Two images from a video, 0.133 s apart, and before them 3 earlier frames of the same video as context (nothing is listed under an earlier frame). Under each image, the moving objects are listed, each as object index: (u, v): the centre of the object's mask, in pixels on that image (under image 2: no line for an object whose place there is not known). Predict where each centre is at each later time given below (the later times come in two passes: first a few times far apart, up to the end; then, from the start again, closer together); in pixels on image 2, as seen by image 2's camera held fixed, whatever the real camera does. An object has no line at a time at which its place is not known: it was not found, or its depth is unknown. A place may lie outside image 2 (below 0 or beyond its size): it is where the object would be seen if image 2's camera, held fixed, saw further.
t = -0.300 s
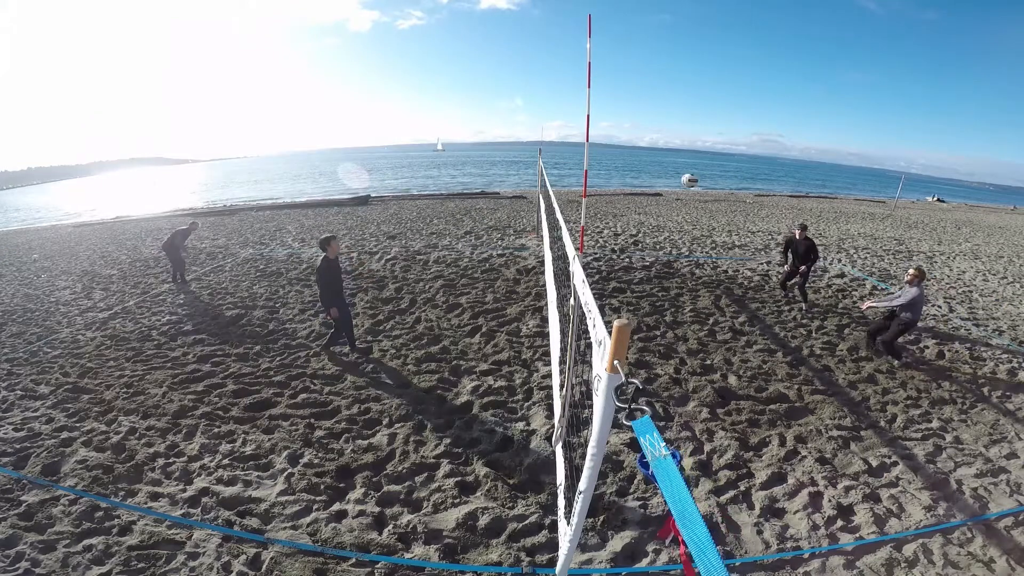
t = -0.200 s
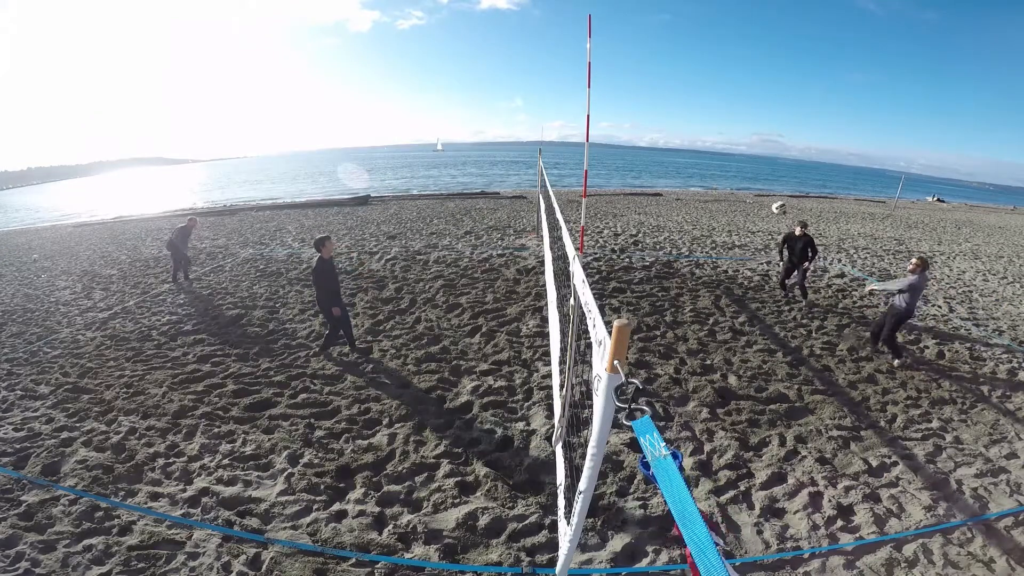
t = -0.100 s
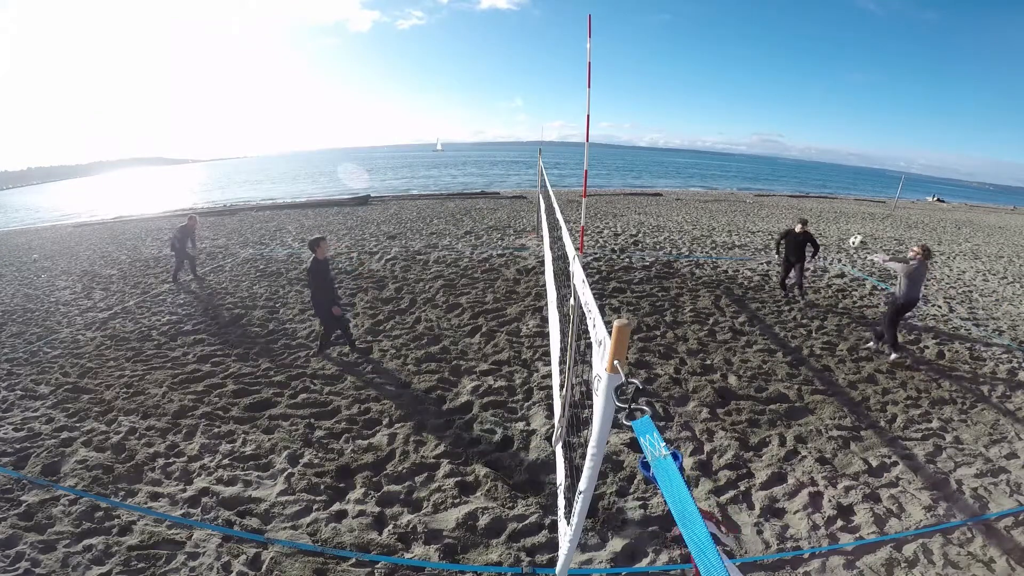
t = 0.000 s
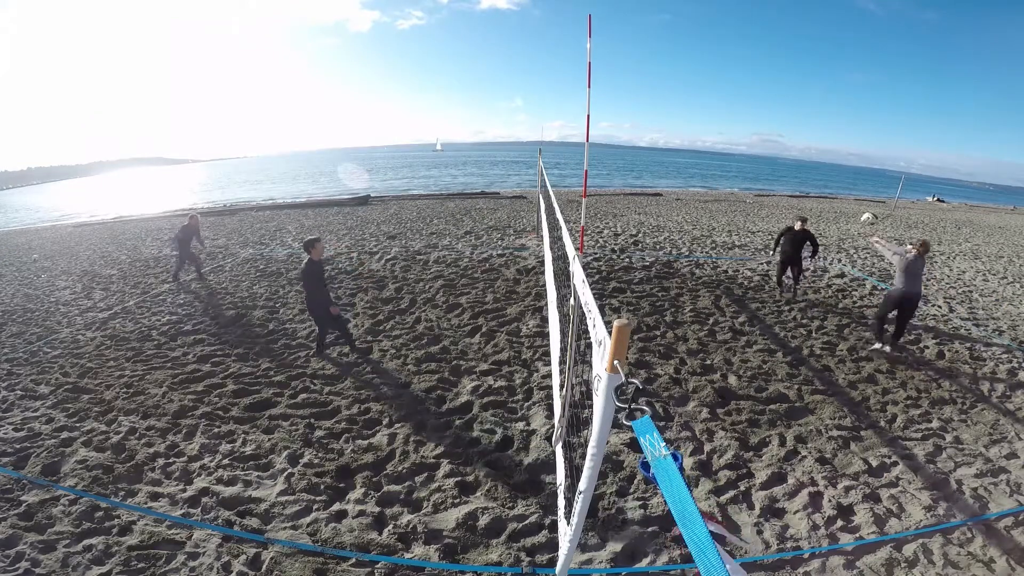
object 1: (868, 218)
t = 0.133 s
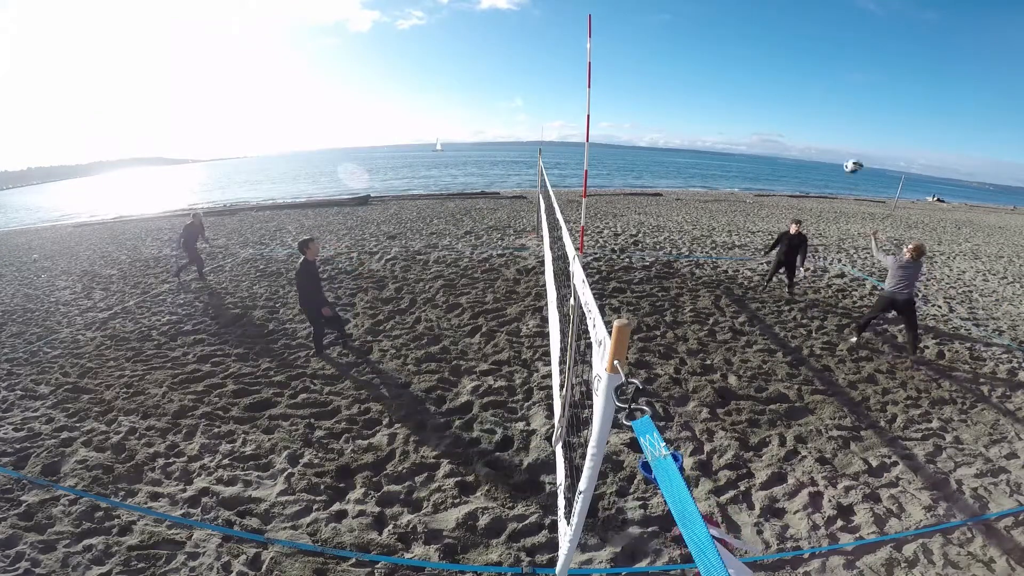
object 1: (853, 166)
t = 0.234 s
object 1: (835, 130)
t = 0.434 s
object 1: (785, 70)
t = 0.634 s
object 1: (717, 31)
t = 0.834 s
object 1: (636, 17)
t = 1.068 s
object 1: (525, 52)
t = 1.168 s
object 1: (474, 92)
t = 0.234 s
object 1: (835, 130)
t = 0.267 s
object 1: (827, 119)
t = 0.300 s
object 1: (820, 108)
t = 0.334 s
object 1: (812, 98)
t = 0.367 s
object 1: (803, 89)
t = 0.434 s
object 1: (785, 70)
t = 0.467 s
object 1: (774, 62)
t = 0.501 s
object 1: (764, 54)
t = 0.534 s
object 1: (753, 47)
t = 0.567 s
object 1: (742, 41)
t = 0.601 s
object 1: (730, 36)
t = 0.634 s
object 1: (717, 31)
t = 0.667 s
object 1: (705, 26)
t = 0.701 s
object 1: (691, 22)
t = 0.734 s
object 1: (678, 19)
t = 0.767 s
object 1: (665, 17)
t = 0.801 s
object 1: (651, 16)
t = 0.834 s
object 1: (636, 17)
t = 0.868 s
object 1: (622, 17)
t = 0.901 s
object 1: (606, 20)
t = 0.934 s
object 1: (590, 23)
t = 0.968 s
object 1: (574, 27)
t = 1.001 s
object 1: (558, 34)
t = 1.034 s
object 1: (542, 42)
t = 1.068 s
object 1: (525, 52)
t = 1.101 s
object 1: (508, 63)
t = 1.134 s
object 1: (491, 77)
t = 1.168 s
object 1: (474, 92)
